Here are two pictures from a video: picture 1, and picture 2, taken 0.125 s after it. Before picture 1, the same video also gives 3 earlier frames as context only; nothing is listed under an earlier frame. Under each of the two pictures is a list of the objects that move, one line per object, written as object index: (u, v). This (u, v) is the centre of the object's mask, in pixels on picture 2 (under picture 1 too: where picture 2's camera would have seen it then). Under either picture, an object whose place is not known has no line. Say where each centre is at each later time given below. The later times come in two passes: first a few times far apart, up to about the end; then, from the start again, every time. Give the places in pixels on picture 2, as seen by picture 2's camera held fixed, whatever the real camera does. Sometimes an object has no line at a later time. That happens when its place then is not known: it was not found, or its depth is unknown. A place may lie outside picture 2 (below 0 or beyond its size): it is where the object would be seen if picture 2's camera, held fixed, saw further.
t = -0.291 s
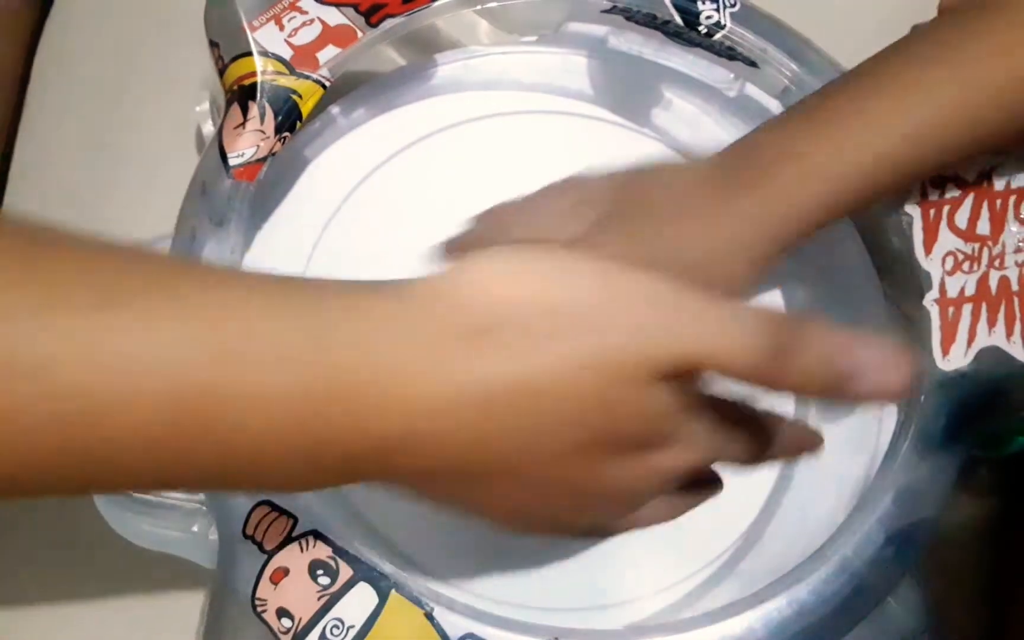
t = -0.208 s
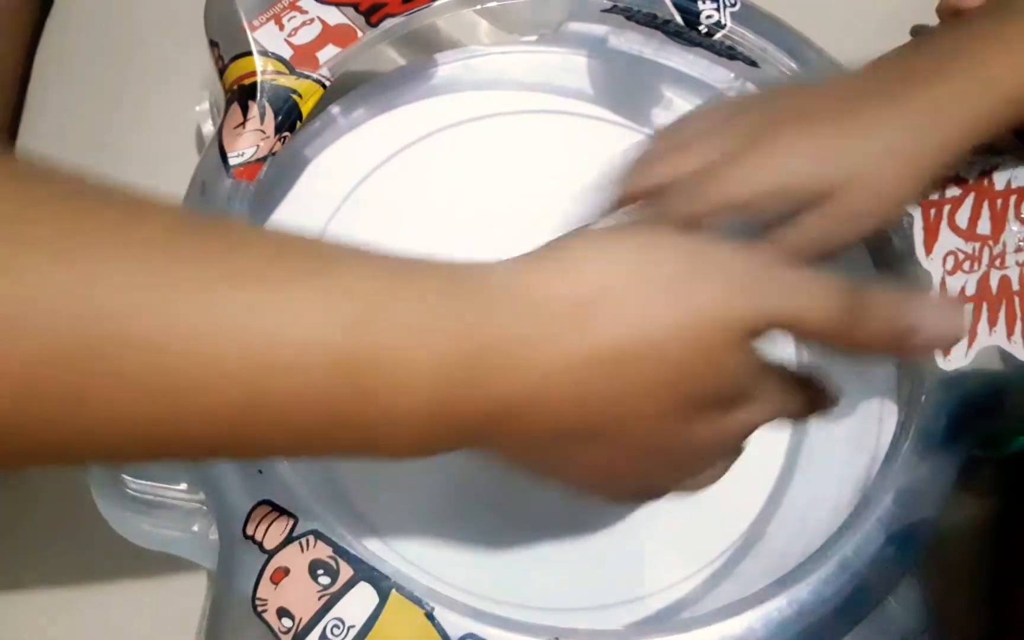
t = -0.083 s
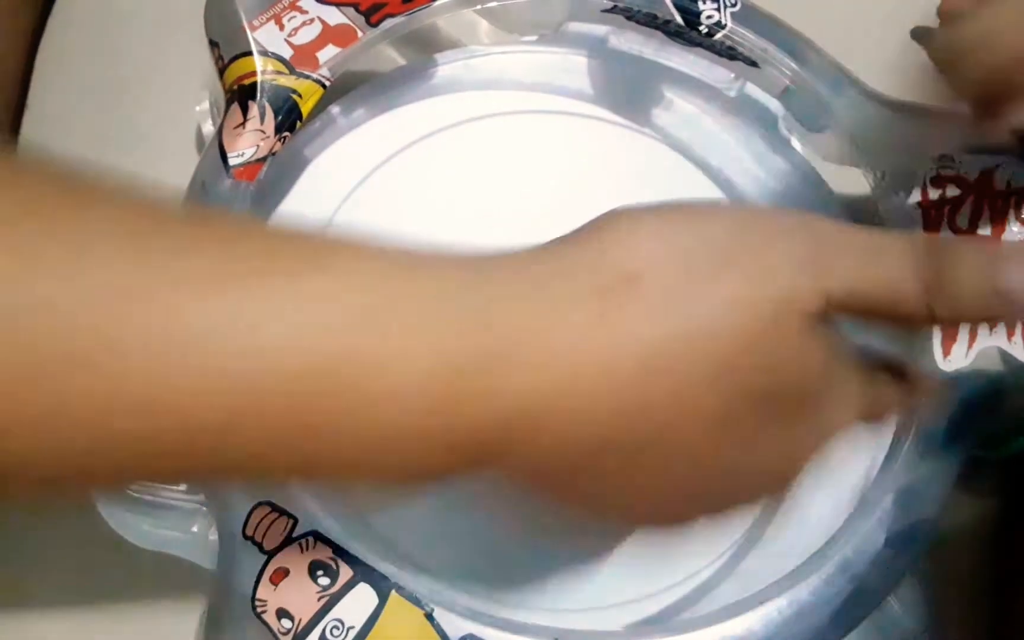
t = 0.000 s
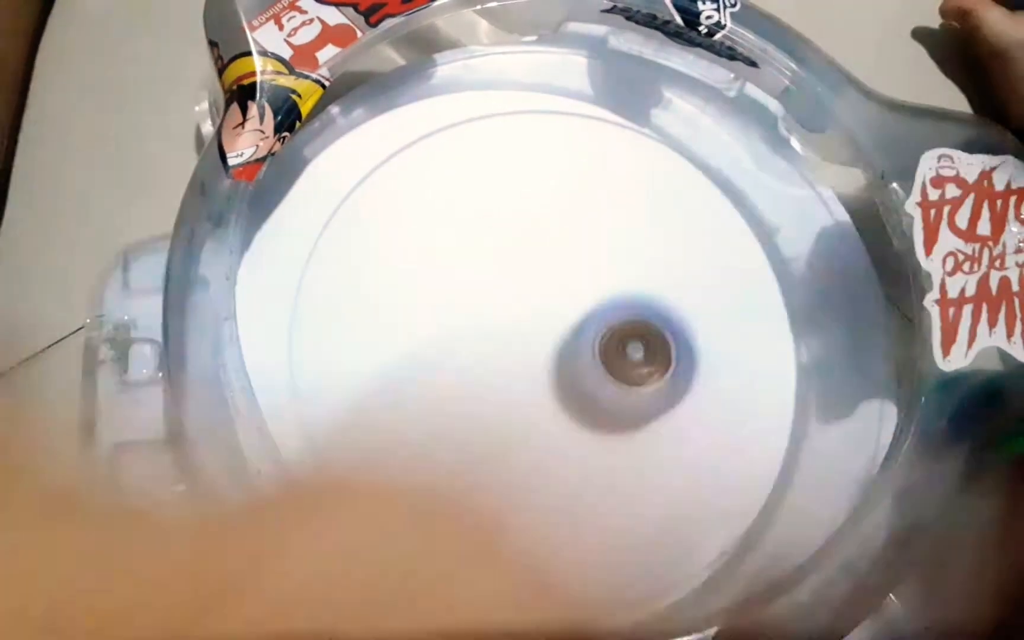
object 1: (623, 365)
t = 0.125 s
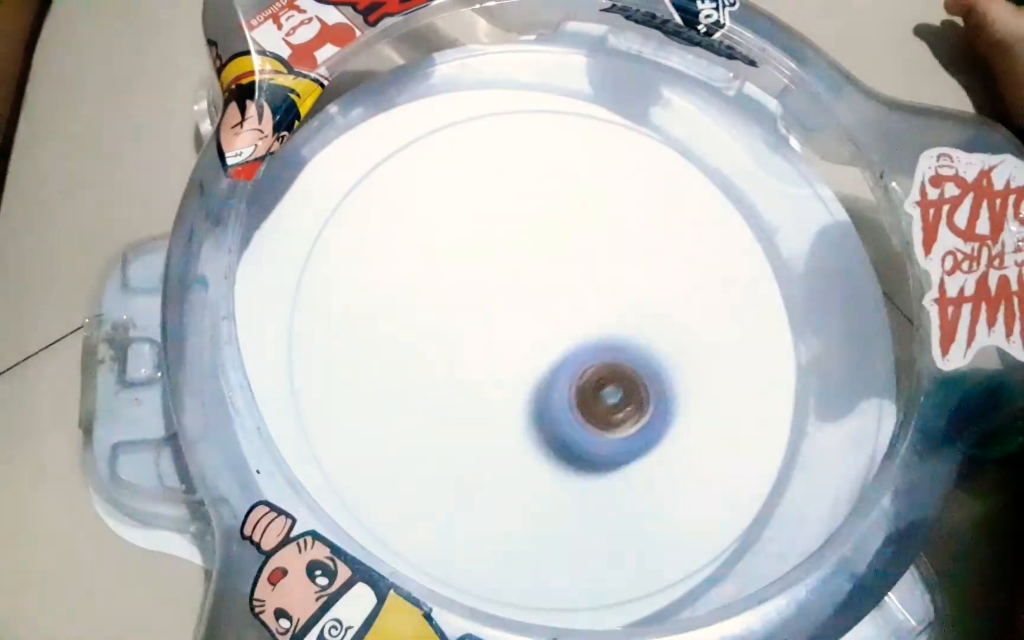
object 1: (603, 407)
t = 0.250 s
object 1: (551, 406)
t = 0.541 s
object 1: (548, 287)
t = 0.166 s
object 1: (586, 414)
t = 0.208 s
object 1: (568, 414)
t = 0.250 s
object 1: (551, 406)
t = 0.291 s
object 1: (535, 392)
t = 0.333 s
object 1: (521, 374)
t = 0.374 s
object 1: (514, 353)
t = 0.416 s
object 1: (513, 332)
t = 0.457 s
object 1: (520, 313)
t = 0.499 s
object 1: (532, 298)
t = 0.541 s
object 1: (548, 287)
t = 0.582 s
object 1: (566, 282)
